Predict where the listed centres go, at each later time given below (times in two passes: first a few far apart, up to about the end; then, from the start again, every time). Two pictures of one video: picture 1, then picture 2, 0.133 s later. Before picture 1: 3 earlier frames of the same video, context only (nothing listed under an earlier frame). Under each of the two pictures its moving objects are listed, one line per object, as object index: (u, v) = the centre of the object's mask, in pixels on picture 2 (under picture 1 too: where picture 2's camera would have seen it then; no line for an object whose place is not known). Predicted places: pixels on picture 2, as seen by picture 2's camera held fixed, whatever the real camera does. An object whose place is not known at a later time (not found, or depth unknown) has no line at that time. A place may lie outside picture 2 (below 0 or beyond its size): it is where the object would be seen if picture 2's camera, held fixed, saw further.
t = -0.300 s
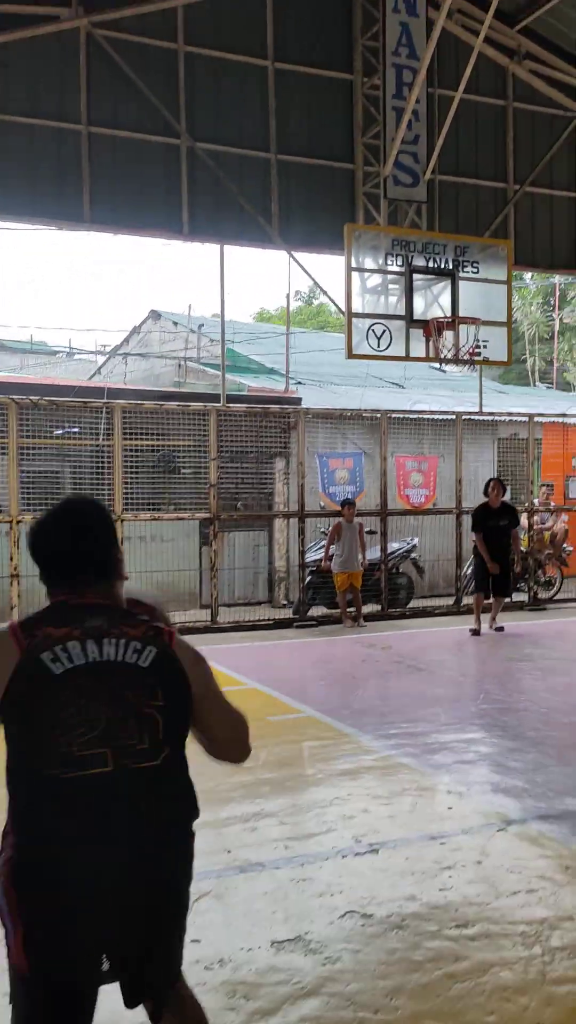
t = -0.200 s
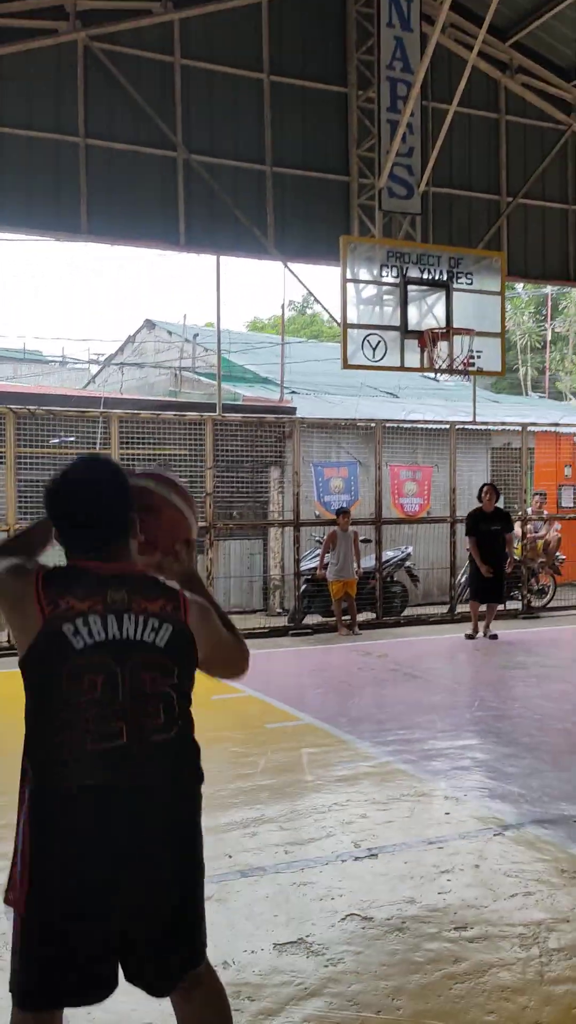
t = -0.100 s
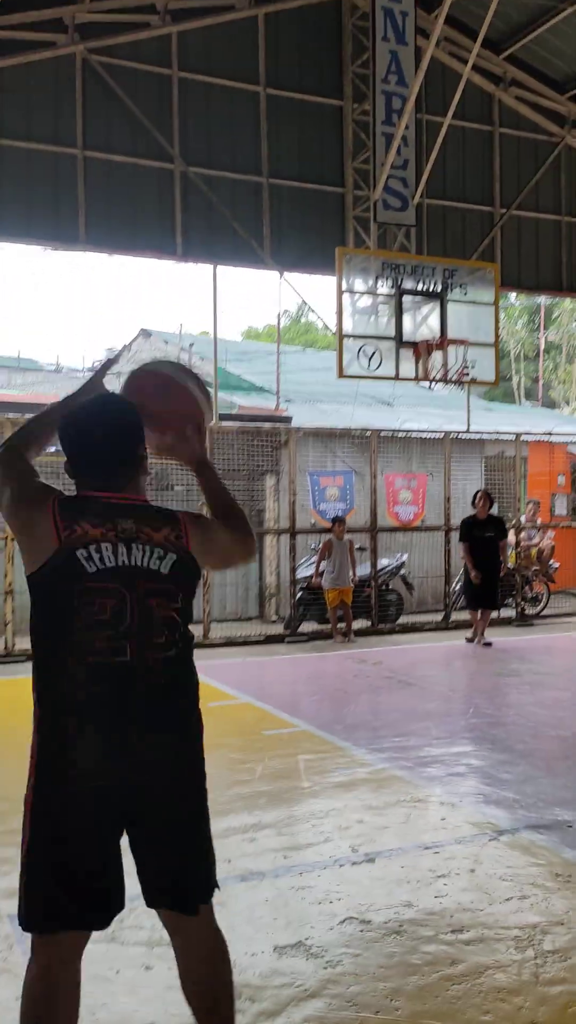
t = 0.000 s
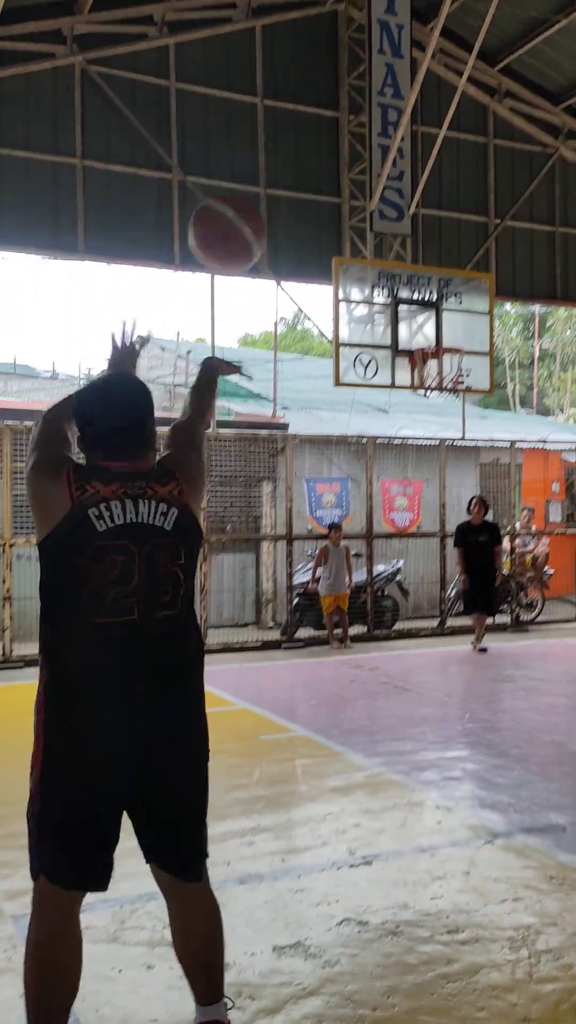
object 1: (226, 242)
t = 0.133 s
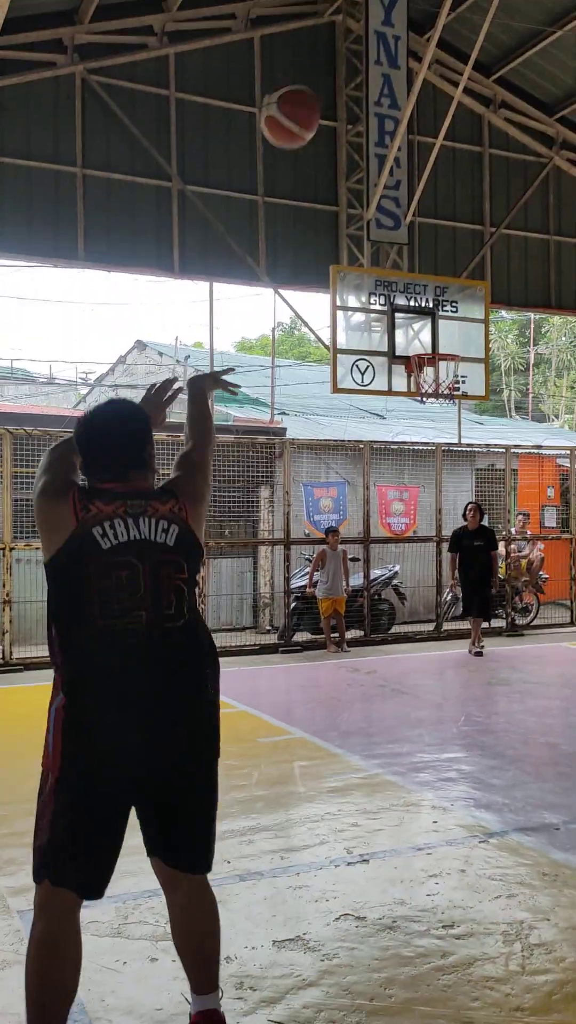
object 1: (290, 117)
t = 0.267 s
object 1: (332, 70)
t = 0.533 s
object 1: (385, 92)
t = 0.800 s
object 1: (415, 191)
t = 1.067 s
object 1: (433, 325)
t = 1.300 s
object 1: (441, 364)
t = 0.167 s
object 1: (302, 101)
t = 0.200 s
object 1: (312, 86)
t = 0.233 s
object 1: (322, 78)
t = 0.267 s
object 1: (332, 70)
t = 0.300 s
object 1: (340, 66)
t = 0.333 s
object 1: (348, 64)
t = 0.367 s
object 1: (356, 65)
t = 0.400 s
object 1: (361, 67)
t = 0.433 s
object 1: (368, 71)
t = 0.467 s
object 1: (375, 77)
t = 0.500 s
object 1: (380, 84)
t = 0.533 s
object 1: (385, 92)
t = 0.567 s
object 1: (390, 101)
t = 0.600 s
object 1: (394, 111)
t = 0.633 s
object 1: (398, 122)
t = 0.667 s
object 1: (401, 134)
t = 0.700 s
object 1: (406, 147)
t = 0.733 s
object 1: (409, 162)
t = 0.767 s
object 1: (413, 175)
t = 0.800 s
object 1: (415, 191)
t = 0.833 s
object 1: (419, 206)
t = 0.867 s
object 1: (421, 223)
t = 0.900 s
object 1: (424, 240)
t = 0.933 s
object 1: (425, 257)
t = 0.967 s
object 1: (428, 269)
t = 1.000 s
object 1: (430, 288)
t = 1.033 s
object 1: (431, 308)
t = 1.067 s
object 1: (433, 325)
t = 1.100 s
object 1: (435, 344)
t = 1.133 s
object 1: (437, 350)
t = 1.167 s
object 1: (441, 354)
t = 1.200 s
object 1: (443, 360)
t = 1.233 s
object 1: (443, 356)
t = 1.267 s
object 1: (442, 360)
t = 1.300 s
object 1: (441, 364)
